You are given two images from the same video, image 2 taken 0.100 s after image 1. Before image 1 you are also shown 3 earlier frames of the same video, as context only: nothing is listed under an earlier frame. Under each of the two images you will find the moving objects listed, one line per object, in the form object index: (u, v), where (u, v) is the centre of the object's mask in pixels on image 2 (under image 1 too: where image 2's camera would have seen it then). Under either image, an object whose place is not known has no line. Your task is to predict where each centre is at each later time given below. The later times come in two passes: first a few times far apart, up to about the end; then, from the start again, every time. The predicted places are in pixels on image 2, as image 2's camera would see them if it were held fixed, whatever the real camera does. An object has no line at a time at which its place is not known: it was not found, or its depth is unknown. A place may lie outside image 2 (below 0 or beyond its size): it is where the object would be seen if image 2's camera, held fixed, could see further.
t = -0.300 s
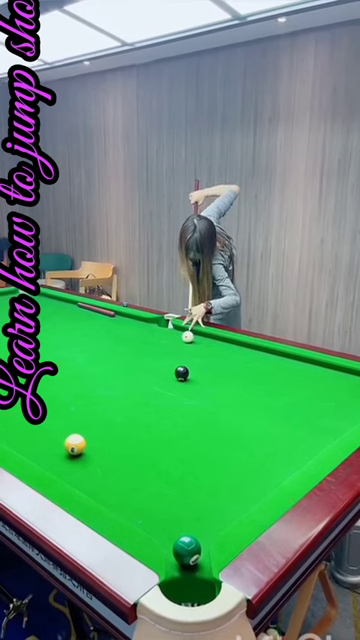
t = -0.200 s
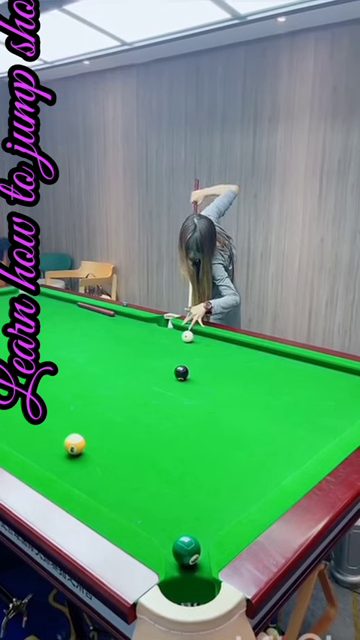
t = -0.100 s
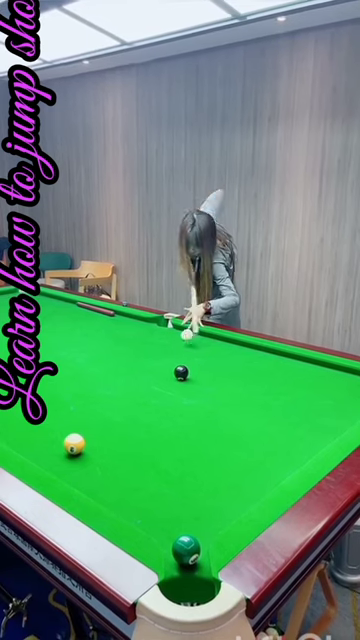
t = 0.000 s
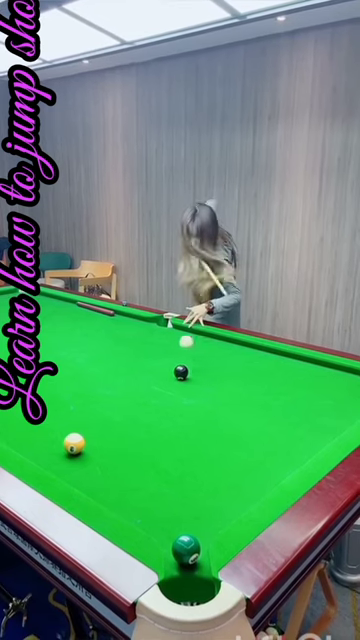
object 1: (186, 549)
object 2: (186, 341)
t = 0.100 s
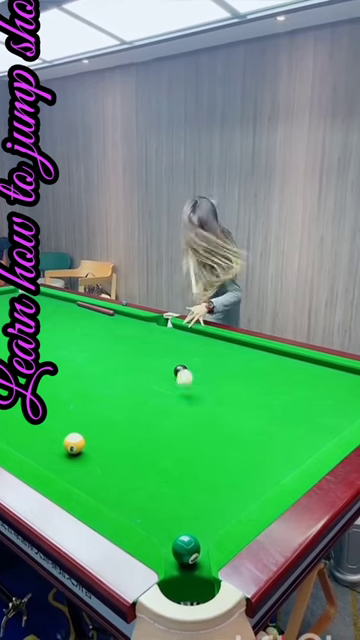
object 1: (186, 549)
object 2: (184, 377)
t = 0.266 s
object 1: (186, 549)
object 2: (185, 455)
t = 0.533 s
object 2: (203, 523)
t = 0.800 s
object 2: (190, 521)
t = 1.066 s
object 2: (181, 525)
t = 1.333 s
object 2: (172, 527)
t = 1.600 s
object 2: (168, 528)
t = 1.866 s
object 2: (167, 529)
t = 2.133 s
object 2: (167, 529)
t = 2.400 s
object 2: (167, 529)
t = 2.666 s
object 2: (168, 529)
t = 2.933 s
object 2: (168, 529)
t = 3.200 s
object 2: (168, 530)
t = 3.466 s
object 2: (168, 530)
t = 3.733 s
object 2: (168, 530)
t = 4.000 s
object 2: (169, 530)
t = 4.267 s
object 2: (169, 529)
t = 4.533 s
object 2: (168, 529)
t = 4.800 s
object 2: (169, 529)
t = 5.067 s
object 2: (169, 529)
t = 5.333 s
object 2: (169, 529)
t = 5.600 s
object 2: (169, 529)
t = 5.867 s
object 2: (168, 529)
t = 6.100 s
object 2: (168, 529)
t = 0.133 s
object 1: (186, 549)
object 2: (184, 400)
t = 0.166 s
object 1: (186, 549)
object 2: (184, 407)
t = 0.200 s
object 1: (186, 549)
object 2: (184, 417)
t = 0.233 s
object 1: (186, 549)
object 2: (184, 432)
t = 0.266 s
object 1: (186, 549)
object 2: (185, 455)
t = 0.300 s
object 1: (186, 549)
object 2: (186, 472)
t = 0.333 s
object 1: (186, 549)
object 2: (187, 492)
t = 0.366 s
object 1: (186, 549)
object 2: (189, 517)
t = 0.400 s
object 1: (183, 561)
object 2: (194, 528)
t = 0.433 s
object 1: (181, 589)
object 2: (202, 530)
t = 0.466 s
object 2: (205, 529)
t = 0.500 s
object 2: (204, 526)
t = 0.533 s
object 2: (203, 523)
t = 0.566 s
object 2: (201, 520)
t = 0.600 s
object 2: (199, 519)
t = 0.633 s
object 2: (198, 518)
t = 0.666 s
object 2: (196, 519)
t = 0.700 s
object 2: (194, 519)
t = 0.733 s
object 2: (193, 520)
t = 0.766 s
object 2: (192, 520)
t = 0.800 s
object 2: (190, 521)
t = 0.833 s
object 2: (189, 521)
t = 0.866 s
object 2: (188, 522)
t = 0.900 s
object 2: (187, 522)
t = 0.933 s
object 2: (185, 523)
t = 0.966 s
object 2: (184, 523)
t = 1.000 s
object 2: (183, 524)
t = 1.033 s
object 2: (181, 524)
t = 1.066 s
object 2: (181, 525)
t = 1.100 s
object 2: (179, 525)
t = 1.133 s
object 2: (178, 525)
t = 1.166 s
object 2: (177, 525)
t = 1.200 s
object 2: (176, 526)
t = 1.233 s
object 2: (175, 526)
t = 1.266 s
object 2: (174, 526)
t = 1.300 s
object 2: (173, 526)
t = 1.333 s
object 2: (172, 527)
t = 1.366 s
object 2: (172, 527)
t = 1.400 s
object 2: (171, 527)
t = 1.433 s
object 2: (171, 527)
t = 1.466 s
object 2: (170, 527)
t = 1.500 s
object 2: (169, 528)
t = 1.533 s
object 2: (169, 528)
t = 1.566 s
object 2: (168, 528)
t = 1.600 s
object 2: (168, 528)
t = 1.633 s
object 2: (168, 528)
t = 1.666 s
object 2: (168, 528)
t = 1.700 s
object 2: (167, 528)
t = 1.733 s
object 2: (167, 529)
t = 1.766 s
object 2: (167, 529)
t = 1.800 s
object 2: (167, 529)
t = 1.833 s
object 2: (167, 529)
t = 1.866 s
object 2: (167, 529)
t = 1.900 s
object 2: (167, 529)
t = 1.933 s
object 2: (167, 529)
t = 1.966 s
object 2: (167, 529)
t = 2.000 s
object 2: (167, 529)
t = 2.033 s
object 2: (167, 529)
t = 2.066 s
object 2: (167, 529)
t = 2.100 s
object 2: (167, 529)
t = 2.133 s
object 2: (167, 529)
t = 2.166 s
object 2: (167, 529)
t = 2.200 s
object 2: (167, 528)
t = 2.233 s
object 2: (167, 529)
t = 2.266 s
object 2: (167, 529)
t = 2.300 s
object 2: (167, 529)
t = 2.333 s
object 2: (167, 529)
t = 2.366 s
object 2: (167, 529)
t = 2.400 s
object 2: (167, 529)
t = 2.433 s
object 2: (167, 529)
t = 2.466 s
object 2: (167, 529)
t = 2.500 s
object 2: (167, 529)
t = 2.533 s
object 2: (167, 529)
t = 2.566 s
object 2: (167, 530)
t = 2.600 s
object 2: (167, 530)
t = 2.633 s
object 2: (168, 530)
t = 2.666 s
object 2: (168, 529)
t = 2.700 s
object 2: (168, 529)
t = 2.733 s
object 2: (168, 529)
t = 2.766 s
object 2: (168, 529)
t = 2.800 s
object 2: (168, 529)
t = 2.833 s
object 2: (168, 530)
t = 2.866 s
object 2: (168, 529)
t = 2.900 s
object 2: (168, 529)
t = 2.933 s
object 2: (168, 529)
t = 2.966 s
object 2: (168, 529)
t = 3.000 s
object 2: (168, 529)
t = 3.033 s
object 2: (168, 530)
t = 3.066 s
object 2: (168, 529)
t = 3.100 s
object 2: (168, 529)
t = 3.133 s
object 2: (168, 529)
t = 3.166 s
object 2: (168, 529)
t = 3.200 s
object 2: (168, 530)
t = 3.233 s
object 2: (168, 530)
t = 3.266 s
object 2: (168, 530)
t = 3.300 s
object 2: (168, 530)
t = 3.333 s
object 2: (168, 530)
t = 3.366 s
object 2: (168, 530)
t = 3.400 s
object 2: (168, 530)
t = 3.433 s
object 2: (168, 530)
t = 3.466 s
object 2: (168, 530)
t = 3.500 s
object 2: (168, 530)
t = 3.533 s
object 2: (168, 530)
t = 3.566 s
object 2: (168, 530)
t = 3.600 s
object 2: (168, 530)
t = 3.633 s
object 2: (168, 530)
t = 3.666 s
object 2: (168, 530)
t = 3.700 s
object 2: (168, 530)
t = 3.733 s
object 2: (168, 530)
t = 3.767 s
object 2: (168, 530)
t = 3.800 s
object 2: (168, 530)
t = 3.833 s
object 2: (169, 530)
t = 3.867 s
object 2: (169, 530)
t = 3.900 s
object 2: (169, 530)
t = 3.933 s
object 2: (169, 530)
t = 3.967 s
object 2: (169, 530)
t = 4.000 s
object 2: (169, 530)
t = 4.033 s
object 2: (169, 530)
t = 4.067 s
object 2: (169, 530)
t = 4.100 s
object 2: (169, 530)
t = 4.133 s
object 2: (169, 530)
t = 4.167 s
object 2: (168, 530)
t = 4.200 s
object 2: (168, 530)
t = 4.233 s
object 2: (168, 530)
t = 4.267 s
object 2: (169, 529)
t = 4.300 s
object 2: (168, 530)
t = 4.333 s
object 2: (168, 529)
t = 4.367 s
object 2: (168, 529)
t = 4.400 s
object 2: (168, 529)
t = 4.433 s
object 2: (168, 529)
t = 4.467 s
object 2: (169, 529)
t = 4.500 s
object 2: (168, 529)
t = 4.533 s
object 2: (168, 529)
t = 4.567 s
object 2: (168, 529)
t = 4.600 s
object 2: (168, 529)
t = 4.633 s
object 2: (169, 529)
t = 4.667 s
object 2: (169, 529)
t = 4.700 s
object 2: (169, 529)
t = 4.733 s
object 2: (169, 529)
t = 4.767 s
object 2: (169, 529)
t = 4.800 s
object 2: (169, 529)
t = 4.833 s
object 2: (169, 529)
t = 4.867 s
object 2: (169, 529)
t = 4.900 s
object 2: (169, 529)
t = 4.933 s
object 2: (169, 529)
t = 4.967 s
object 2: (169, 529)
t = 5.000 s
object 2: (168, 529)
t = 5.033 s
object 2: (169, 528)
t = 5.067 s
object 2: (169, 529)
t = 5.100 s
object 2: (169, 529)
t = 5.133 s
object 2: (169, 529)
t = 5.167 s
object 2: (169, 529)
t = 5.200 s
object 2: (169, 529)
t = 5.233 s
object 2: (169, 529)
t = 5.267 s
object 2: (169, 529)
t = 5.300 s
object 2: (169, 529)
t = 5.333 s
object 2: (169, 529)
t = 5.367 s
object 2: (169, 529)
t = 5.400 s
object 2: (169, 529)
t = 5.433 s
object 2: (169, 528)
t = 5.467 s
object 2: (169, 529)
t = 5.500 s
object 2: (169, 528)
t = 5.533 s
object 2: (169, 528)
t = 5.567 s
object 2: (169, 529)
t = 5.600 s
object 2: (169, 529)
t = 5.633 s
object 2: (169, 529)
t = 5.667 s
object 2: (168, 529)
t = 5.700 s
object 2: (169, 529)
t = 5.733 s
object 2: (169, 529)
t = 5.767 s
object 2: (168, 529)
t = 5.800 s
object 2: (168, 529)
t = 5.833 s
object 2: (169, 529)
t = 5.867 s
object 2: (168, 529)
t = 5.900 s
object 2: (169, 528)
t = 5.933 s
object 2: (168, 529)
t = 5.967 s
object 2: (169, 529)
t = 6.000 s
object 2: (168, 529)
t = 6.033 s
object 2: (168, 529)
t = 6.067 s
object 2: (168, 529)
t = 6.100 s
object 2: (168, 529)
